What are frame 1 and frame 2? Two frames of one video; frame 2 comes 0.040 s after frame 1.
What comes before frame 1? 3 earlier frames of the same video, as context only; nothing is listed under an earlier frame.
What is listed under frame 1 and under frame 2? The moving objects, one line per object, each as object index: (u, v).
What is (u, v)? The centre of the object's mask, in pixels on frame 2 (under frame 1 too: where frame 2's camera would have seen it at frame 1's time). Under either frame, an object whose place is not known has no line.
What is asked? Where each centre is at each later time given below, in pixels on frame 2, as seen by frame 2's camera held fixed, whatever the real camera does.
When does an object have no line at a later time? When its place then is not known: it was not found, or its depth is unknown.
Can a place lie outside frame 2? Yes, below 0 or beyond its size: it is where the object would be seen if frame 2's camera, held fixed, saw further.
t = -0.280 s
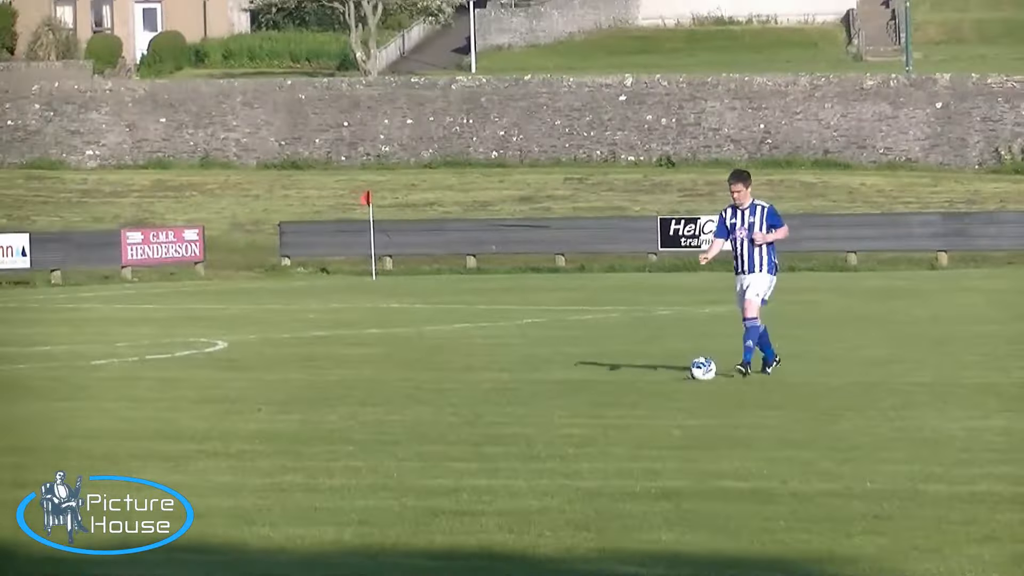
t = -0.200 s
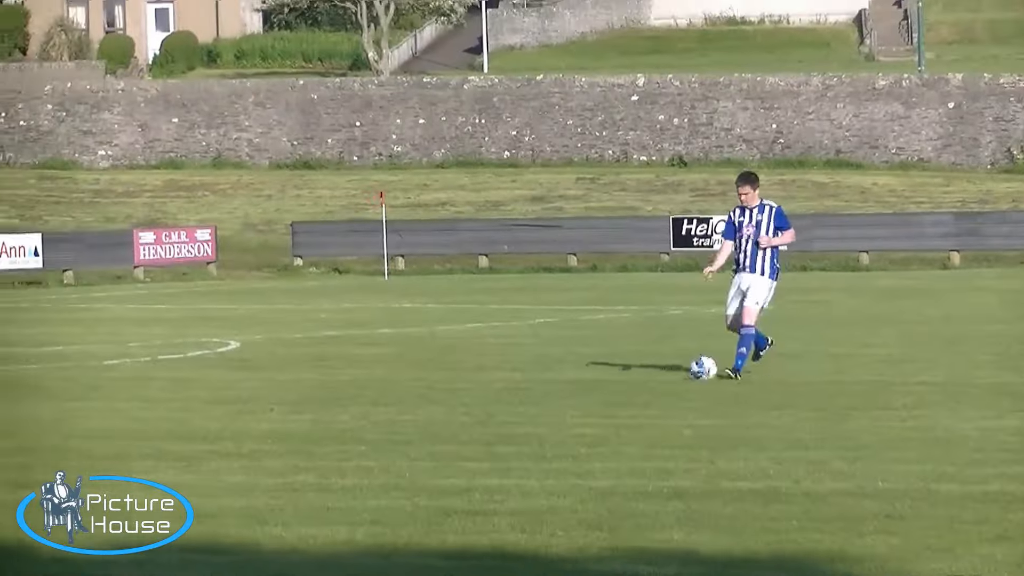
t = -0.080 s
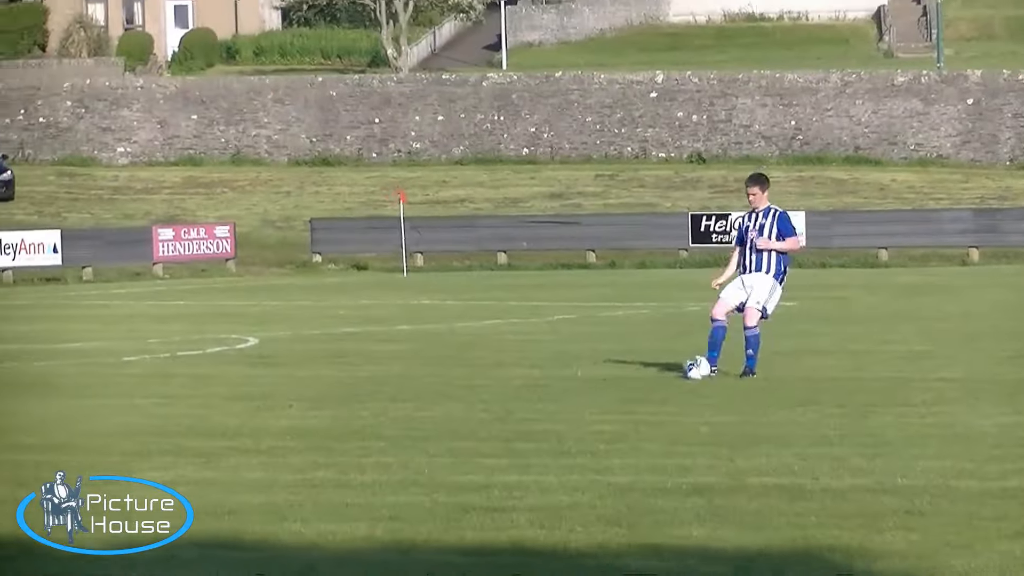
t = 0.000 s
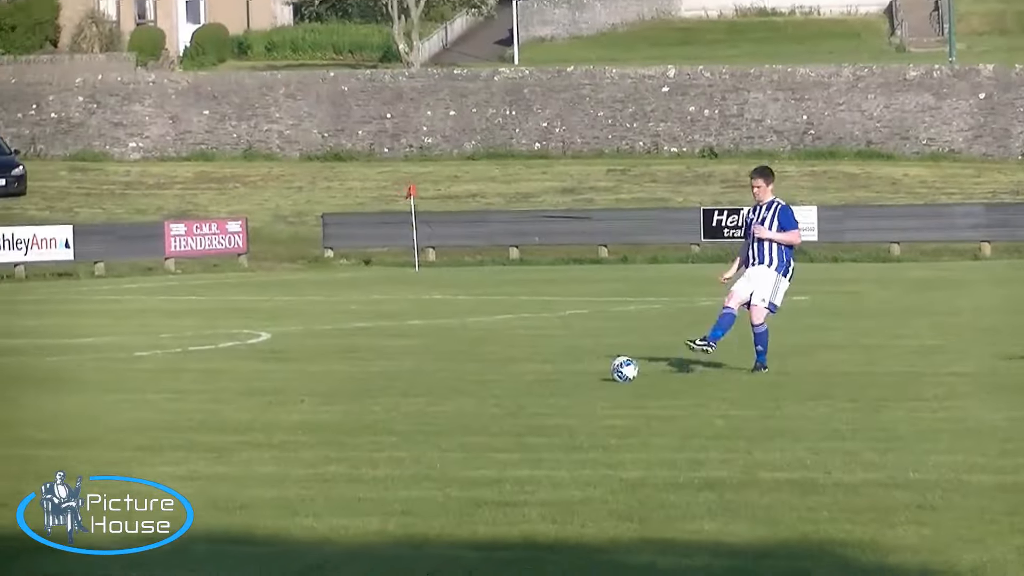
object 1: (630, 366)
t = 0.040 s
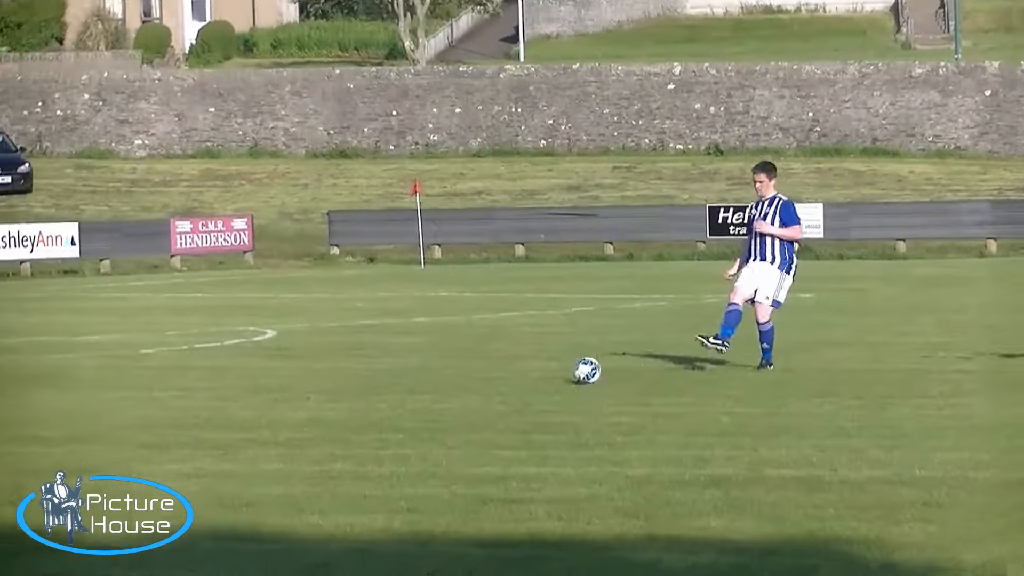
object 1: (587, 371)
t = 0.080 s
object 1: (543, 375)
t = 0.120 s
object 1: (499, 381)
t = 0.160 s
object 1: (457, 383)
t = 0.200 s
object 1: (416, 386)
